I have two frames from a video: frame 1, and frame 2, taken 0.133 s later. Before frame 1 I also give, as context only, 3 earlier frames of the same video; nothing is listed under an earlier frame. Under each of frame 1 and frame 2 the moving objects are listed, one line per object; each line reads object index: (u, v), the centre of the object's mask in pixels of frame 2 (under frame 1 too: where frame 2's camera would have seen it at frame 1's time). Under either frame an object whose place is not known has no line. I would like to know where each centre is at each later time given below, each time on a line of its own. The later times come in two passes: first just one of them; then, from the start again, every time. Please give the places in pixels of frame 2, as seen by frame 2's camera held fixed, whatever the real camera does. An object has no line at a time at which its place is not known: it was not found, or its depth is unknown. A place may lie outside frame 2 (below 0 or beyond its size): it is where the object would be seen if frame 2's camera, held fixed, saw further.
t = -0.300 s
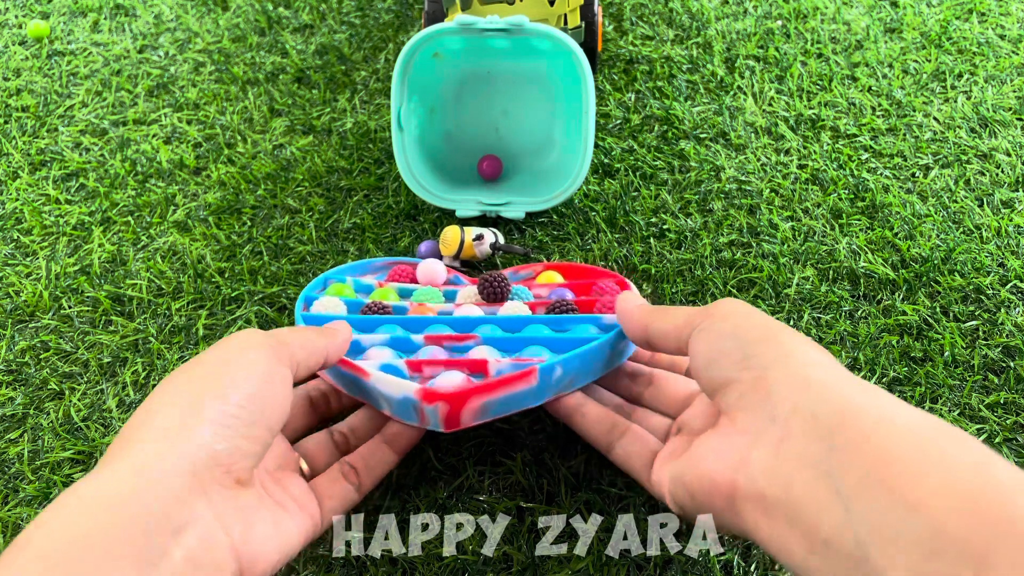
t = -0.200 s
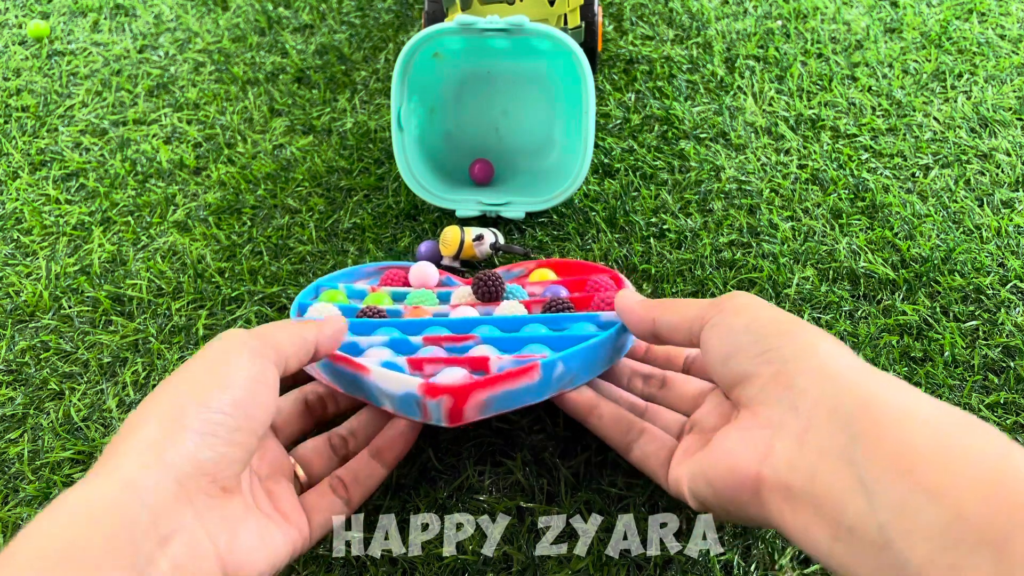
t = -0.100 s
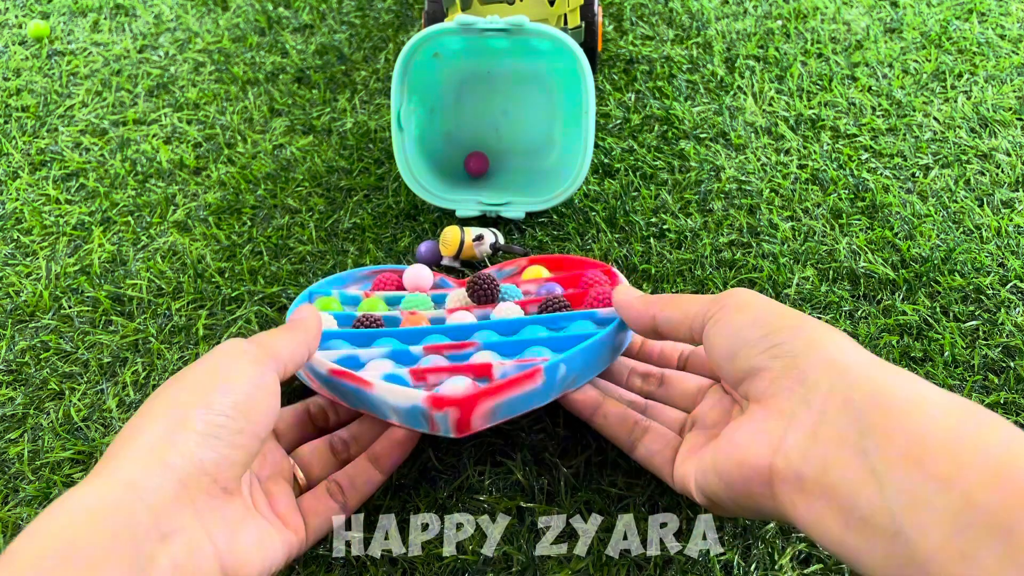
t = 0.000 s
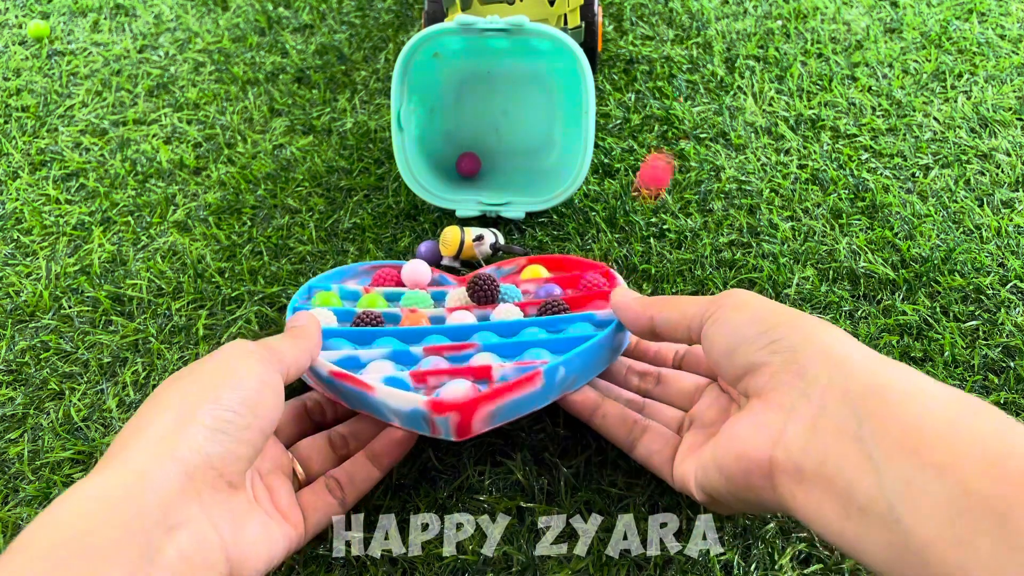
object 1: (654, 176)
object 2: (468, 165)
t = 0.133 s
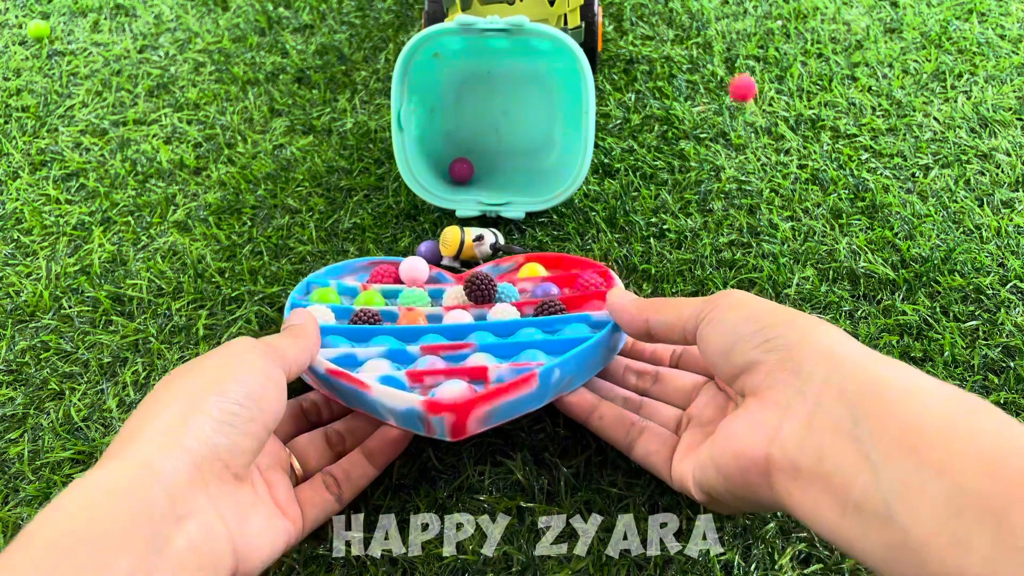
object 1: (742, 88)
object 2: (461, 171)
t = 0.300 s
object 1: (824, 27)
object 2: (471, 162)
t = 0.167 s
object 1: (754, 105)
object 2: (462, 169)
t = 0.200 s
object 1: (778, 61)
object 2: (465, 167)
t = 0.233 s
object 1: (798, 34)
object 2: (467, 164)
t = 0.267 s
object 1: (814, 23)
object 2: (469, 162)
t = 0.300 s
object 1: (824, 27)
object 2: (471, 162)
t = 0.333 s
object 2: (472, 164)
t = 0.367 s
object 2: (473, 167)
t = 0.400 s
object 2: (473, 169)
